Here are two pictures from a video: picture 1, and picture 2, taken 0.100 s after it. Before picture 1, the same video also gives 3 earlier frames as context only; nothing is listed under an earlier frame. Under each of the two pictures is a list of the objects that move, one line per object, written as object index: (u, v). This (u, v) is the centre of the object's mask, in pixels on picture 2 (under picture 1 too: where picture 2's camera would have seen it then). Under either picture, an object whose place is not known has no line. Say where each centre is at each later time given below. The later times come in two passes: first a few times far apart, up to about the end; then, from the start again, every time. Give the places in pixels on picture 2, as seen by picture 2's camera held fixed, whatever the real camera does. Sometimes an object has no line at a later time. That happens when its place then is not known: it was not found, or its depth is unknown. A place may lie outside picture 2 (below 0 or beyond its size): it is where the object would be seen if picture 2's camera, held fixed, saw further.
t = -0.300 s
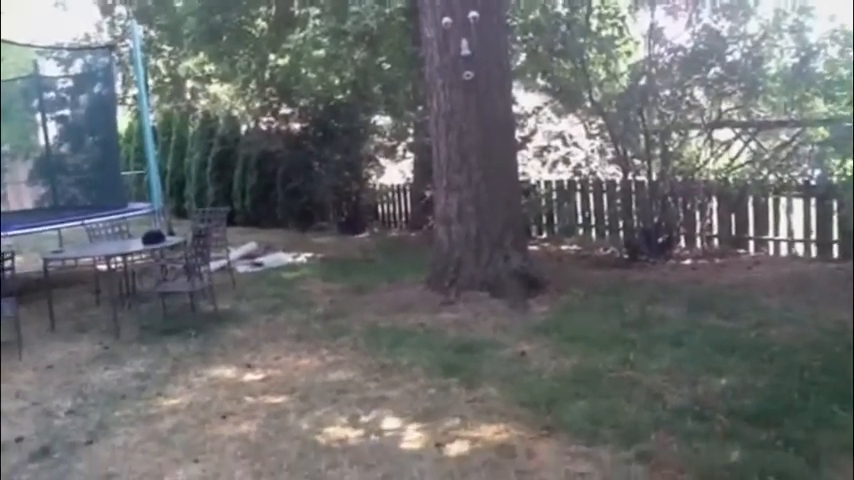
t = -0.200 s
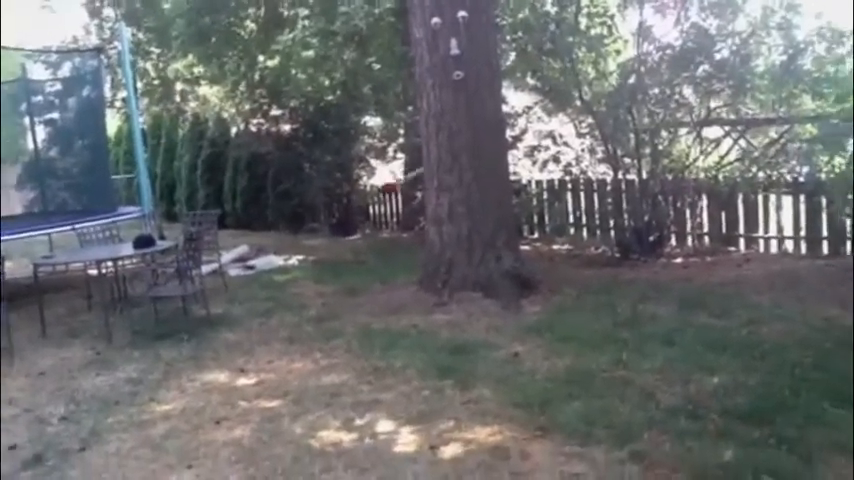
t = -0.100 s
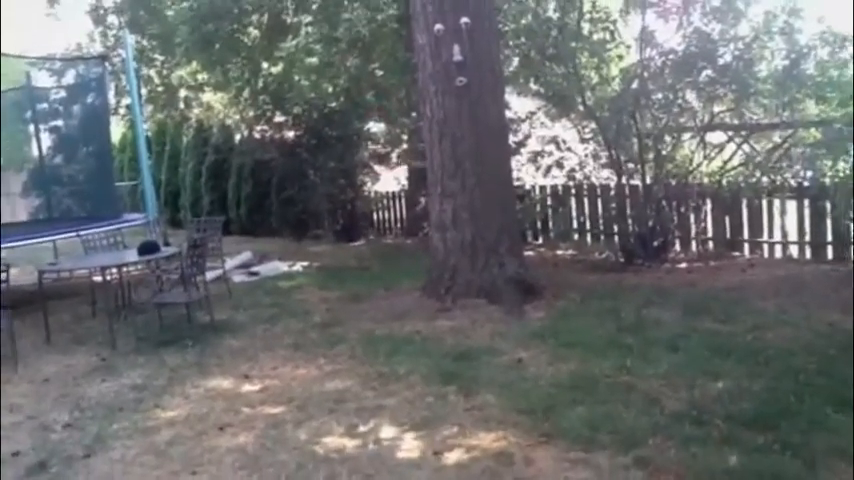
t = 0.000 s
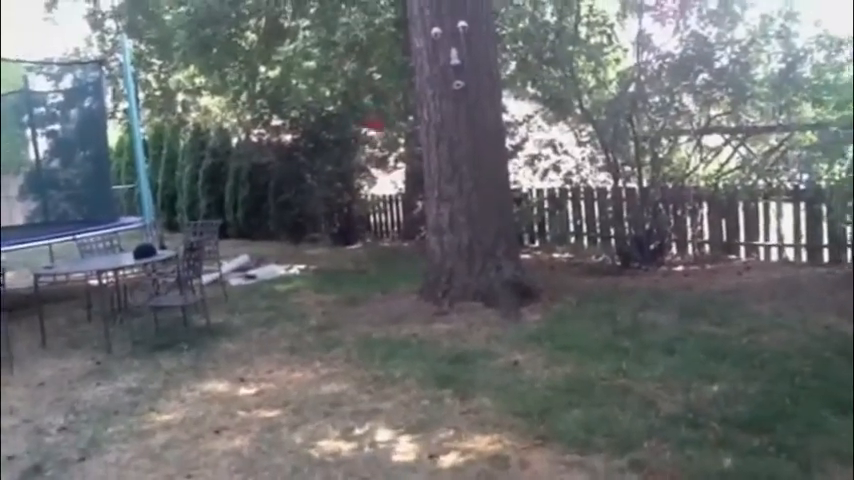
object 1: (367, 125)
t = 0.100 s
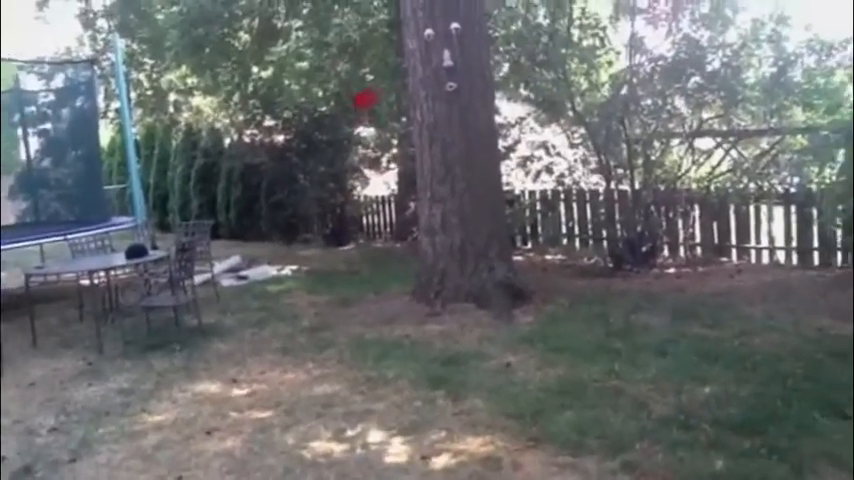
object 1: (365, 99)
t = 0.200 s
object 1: (364, 76)
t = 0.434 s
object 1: (364, 65)
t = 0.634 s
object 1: (364, 114)
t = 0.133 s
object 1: (363, 91)
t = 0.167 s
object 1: (363, 81)
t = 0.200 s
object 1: (364, 76)
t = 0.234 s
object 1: (360, 72)
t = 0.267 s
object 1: (361, 68)
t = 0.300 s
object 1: (362, 66)
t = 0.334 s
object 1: (363, 65)
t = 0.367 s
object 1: (364, 65)
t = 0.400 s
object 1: (364, 64)
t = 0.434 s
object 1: (364, 65)
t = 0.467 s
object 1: (364, 66)
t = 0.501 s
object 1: (363, 69)
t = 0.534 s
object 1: (361, 76)
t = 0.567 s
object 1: (361, 87)
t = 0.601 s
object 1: (362, 99)
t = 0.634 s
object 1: (364, 114)
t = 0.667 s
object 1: (362, 135)
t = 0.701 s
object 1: (366, 158)
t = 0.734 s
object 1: (367, 186)
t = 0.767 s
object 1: (370, 220)
